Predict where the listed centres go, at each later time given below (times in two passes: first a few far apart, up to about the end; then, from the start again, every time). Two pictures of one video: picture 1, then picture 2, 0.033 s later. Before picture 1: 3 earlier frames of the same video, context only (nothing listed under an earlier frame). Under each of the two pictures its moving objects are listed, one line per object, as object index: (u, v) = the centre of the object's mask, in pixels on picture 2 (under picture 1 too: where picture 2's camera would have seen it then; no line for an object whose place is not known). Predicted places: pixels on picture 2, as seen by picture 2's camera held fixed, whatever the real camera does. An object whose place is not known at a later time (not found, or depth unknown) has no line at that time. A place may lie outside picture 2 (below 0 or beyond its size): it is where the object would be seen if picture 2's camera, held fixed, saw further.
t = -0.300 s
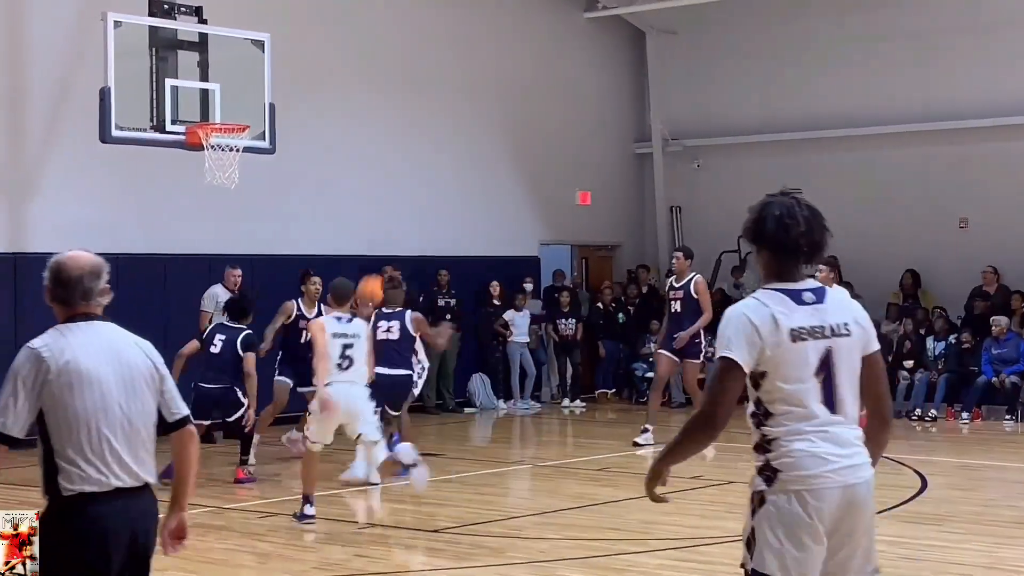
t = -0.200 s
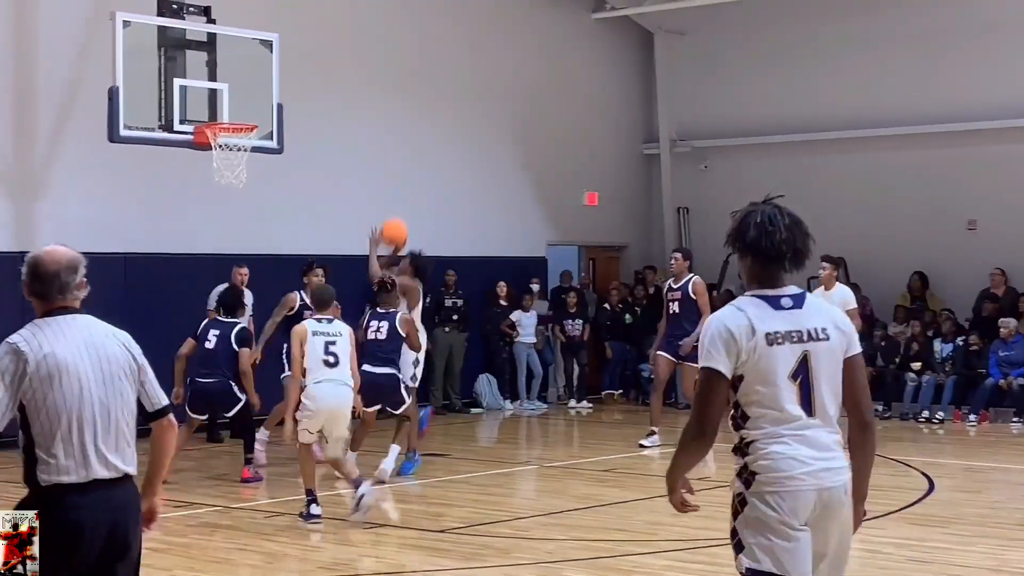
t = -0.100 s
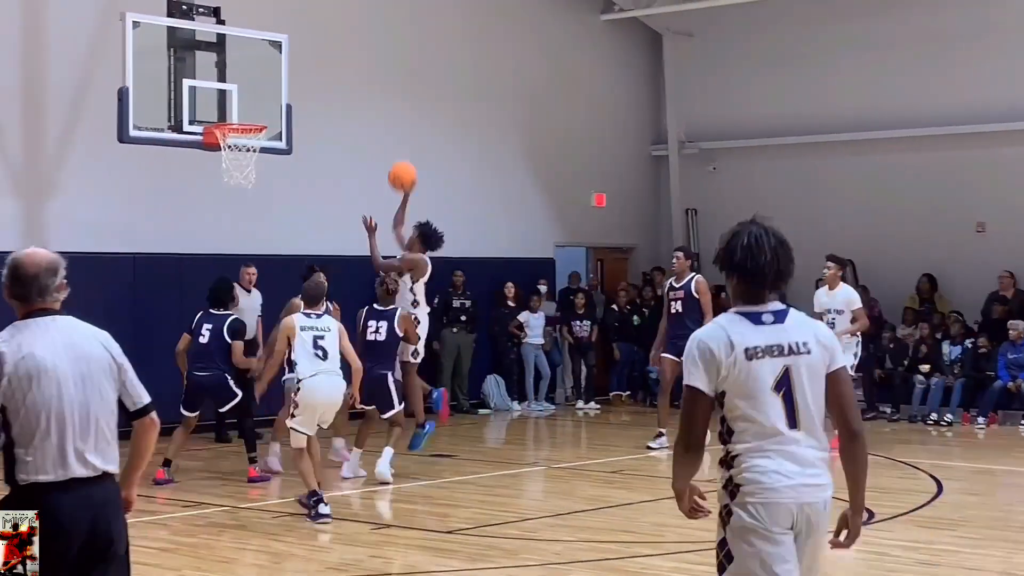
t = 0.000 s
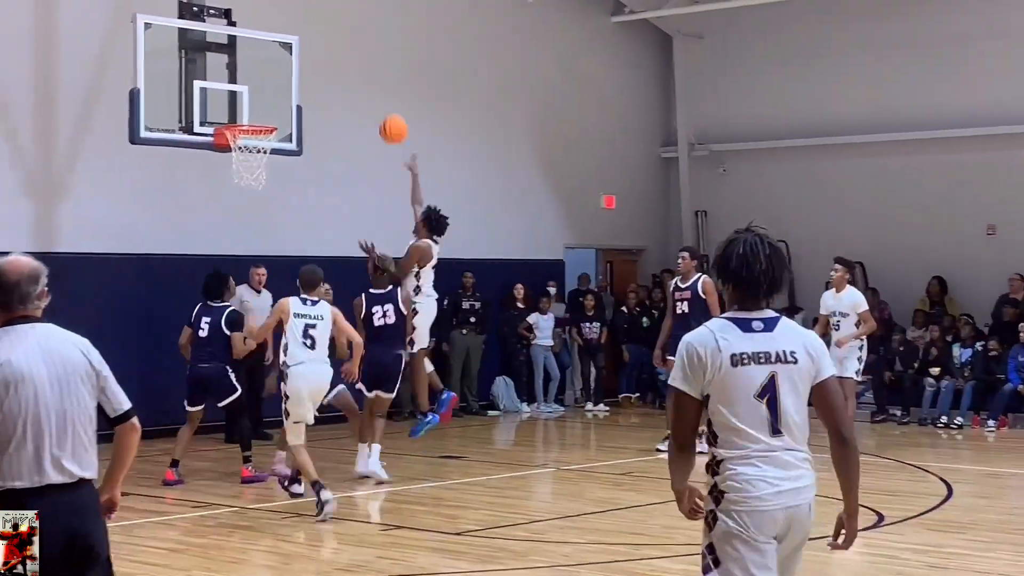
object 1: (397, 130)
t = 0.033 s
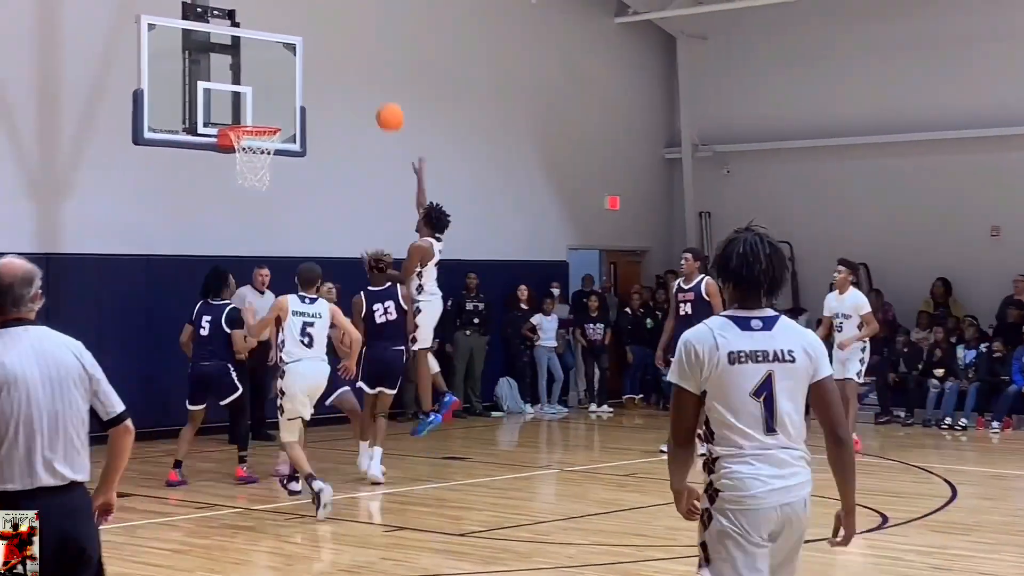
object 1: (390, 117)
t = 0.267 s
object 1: (340, 60)
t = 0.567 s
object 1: (277, 76)
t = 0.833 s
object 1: (257, 160)
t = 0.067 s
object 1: (383, 106)
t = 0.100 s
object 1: (375, 94)
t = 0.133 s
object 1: (368, 85)
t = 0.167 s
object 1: (361, 77)
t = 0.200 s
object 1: (354, 70)
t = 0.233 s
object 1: (347, 64)
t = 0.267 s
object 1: (340, 60)
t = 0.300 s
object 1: (333, 57)
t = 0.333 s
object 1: (326, 55)
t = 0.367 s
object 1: (319, 54)
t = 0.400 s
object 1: (312, 54)
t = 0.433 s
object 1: (305, 56)
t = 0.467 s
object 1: (299, 59)
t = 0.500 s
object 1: (291, 63)
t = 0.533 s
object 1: (284, 69)
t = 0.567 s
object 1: (277, 76)
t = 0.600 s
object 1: (270, 83)
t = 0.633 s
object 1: (264, 92)
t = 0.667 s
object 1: (257, 102)
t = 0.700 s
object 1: (250, 113)
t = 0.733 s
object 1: (243, 126)
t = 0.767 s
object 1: (245, 137)
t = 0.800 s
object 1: (251, 147)
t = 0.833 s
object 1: (257, 160)
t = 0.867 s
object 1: (263, 173)
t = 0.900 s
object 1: (267, 185)
